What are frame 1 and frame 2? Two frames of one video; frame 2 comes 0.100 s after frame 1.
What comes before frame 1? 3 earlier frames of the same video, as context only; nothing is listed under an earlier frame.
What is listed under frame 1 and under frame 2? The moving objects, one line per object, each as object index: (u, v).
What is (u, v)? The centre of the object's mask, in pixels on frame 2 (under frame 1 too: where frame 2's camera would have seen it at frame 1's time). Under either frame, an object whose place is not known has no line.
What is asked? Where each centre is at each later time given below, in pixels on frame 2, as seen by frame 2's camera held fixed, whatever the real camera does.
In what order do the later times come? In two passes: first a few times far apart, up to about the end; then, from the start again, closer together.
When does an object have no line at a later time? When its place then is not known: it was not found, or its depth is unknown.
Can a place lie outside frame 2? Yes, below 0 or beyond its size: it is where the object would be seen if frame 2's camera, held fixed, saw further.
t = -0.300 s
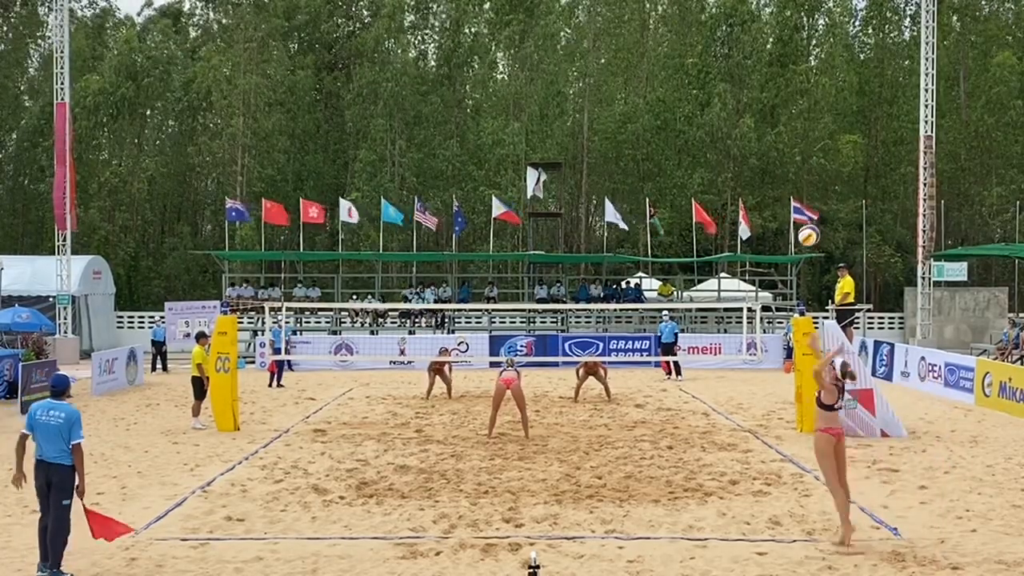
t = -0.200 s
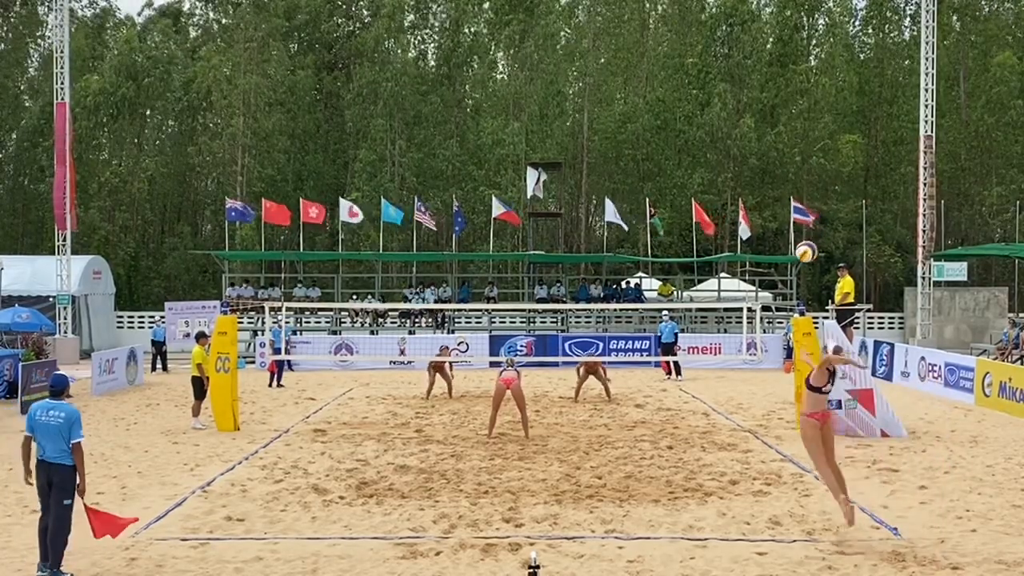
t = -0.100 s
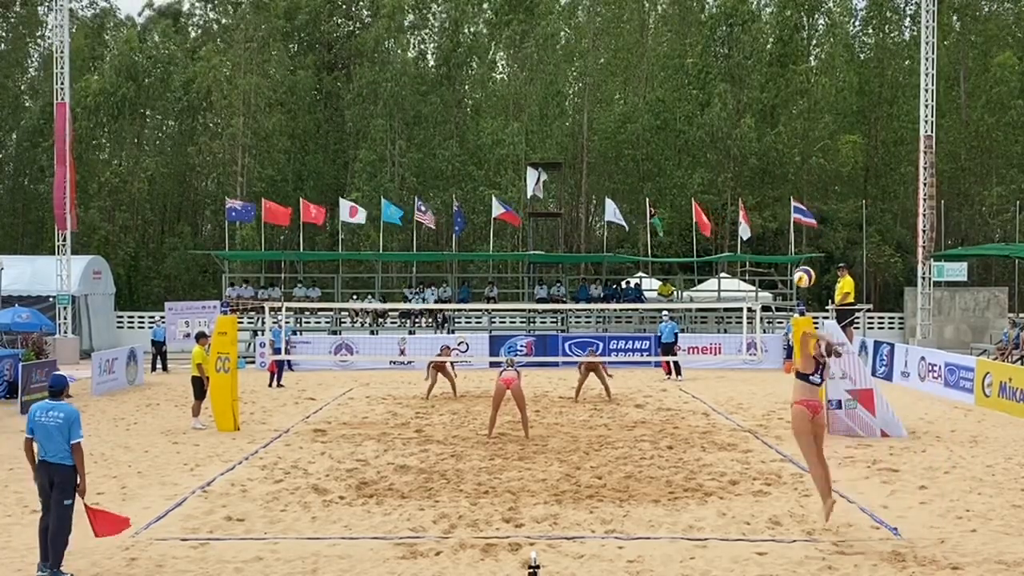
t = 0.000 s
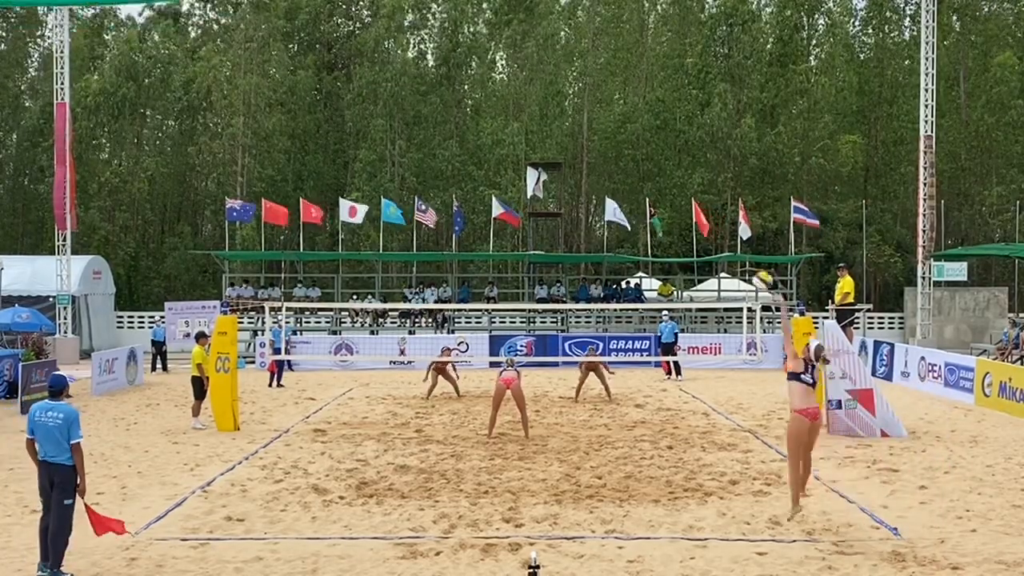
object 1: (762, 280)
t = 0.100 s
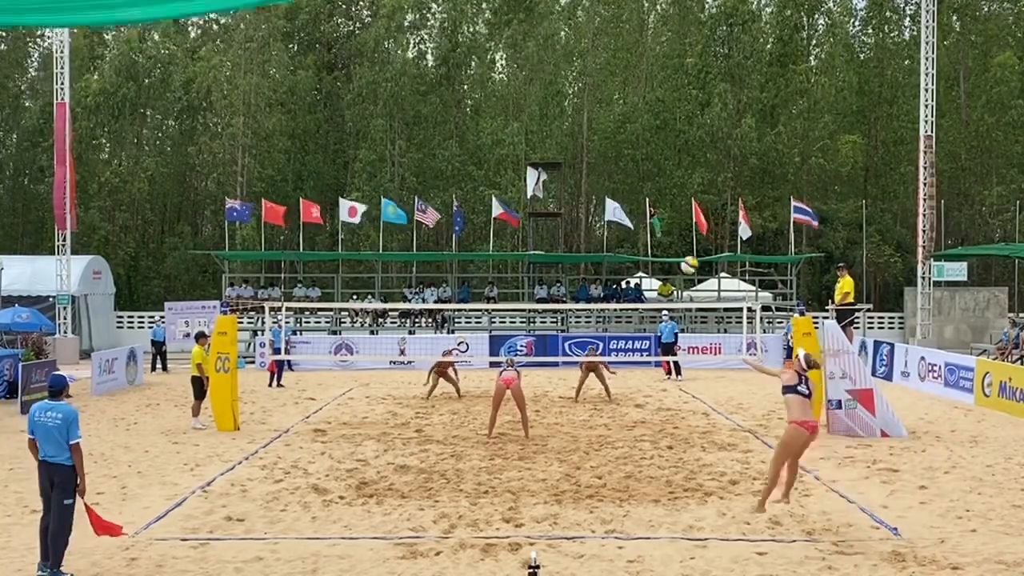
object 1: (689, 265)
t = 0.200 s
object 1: (632, 262)
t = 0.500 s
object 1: (522, 298)
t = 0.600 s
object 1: (503, 300)
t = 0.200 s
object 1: (632, 262)
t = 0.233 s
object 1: (616, 263)
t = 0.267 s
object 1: (601, 265)
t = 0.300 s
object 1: (588, 268)
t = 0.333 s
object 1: (575, 271)
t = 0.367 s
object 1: (562, 276)
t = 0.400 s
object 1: (551, 280)
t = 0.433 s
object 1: (541, 285)
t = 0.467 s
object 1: (531, 293)
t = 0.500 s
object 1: (522, 298)
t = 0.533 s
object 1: (515, 303)
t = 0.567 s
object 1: (508, 301)
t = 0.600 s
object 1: (503, 300)
